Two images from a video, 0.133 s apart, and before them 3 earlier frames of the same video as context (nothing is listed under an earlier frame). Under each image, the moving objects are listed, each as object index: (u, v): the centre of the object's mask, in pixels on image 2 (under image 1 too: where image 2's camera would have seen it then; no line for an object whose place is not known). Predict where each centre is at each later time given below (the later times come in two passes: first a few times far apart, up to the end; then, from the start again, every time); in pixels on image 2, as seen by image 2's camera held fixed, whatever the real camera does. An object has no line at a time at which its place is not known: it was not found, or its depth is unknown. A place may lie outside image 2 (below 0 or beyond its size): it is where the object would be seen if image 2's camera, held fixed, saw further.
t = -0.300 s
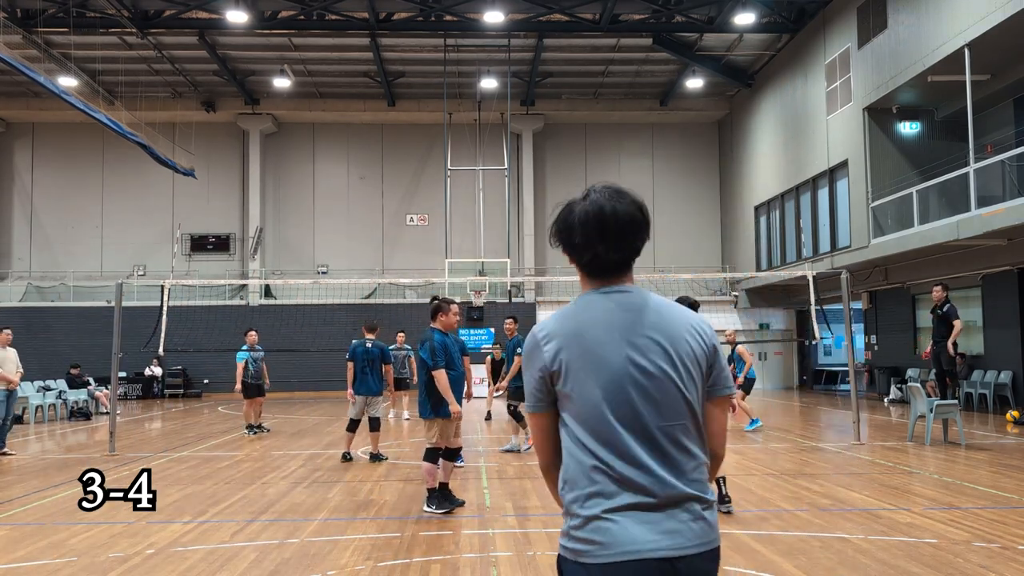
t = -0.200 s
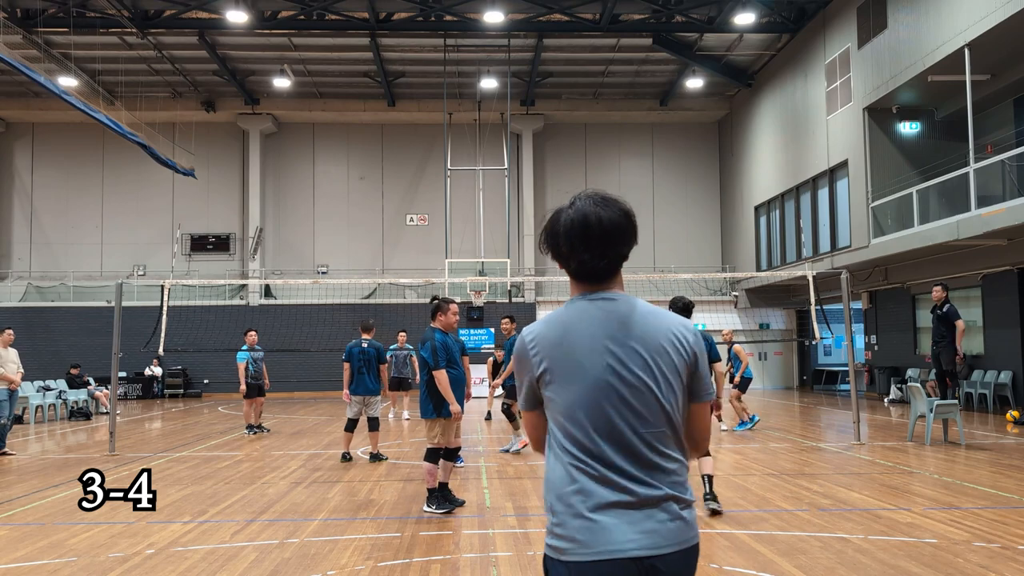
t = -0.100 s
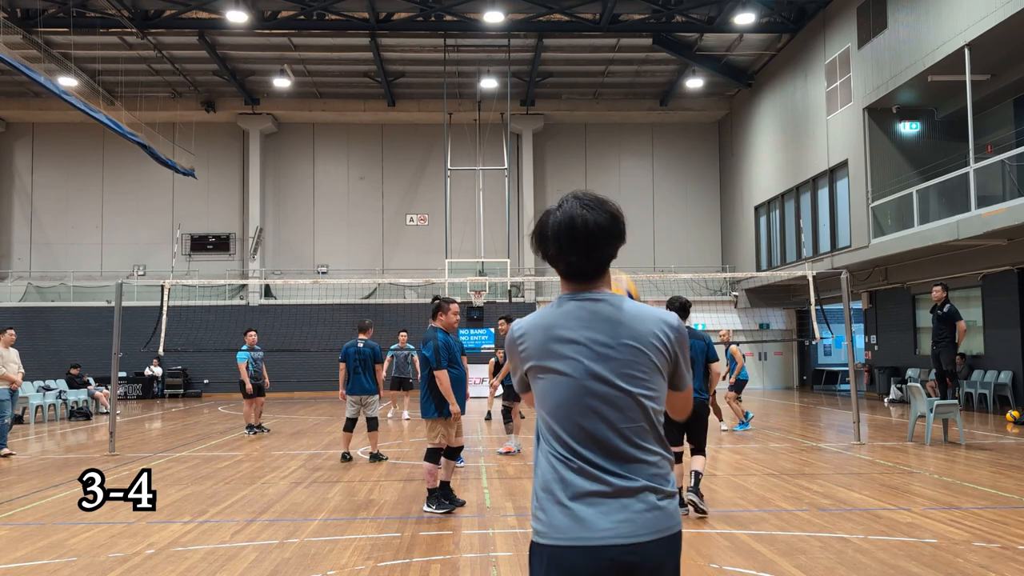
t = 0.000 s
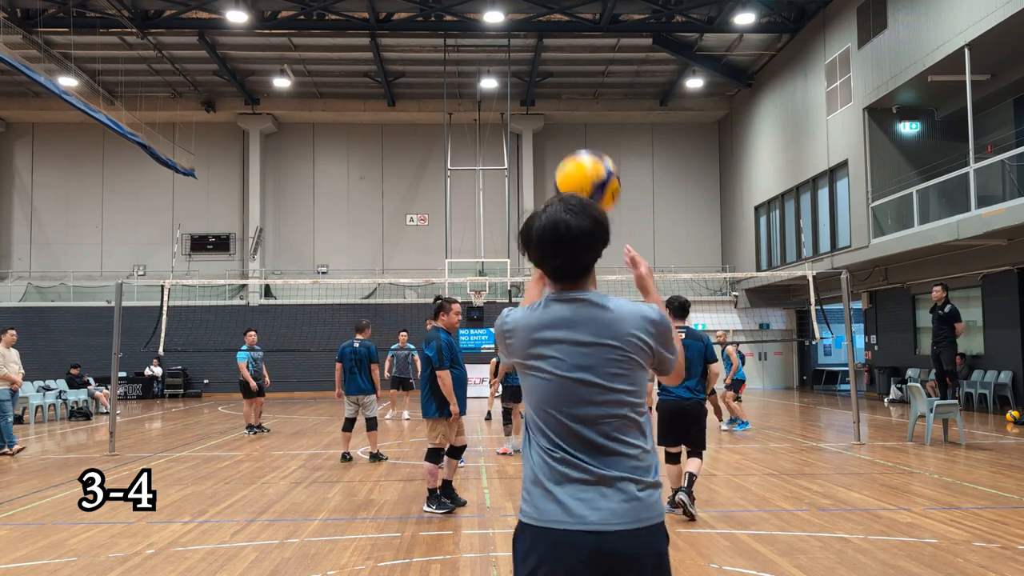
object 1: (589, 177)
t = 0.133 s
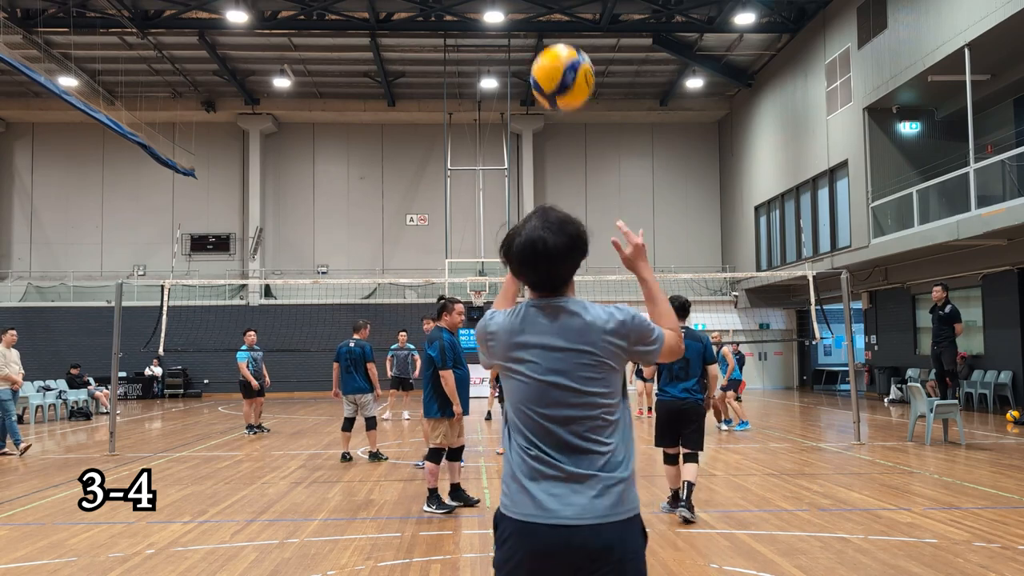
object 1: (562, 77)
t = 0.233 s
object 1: (544, 34)
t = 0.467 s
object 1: (508, 44)
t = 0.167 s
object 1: (555, 60)
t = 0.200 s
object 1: (550, 45)
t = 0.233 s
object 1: (544, 34)
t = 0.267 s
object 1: (539, 27)
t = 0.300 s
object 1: (534, 25)
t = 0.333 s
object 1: (529, 24)
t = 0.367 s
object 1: (524, 25)
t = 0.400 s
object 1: (519, 27)
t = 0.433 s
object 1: (513, 33)
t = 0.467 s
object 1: (508, 44)
